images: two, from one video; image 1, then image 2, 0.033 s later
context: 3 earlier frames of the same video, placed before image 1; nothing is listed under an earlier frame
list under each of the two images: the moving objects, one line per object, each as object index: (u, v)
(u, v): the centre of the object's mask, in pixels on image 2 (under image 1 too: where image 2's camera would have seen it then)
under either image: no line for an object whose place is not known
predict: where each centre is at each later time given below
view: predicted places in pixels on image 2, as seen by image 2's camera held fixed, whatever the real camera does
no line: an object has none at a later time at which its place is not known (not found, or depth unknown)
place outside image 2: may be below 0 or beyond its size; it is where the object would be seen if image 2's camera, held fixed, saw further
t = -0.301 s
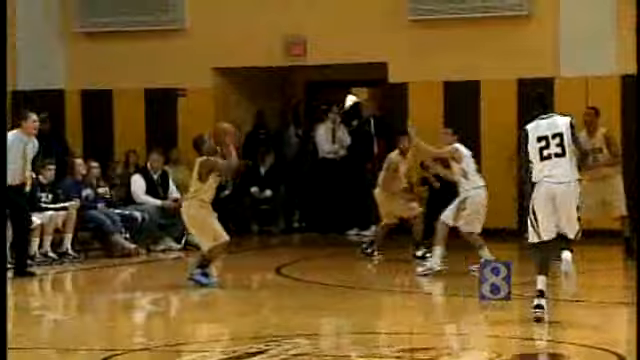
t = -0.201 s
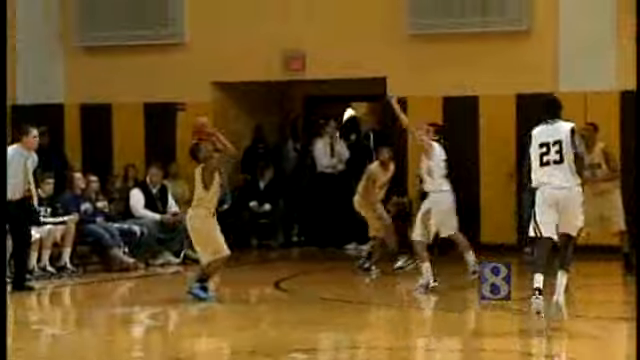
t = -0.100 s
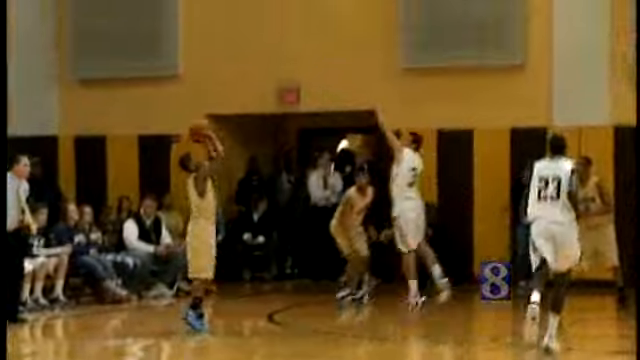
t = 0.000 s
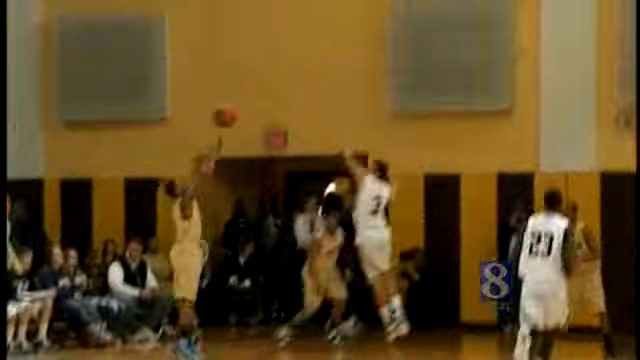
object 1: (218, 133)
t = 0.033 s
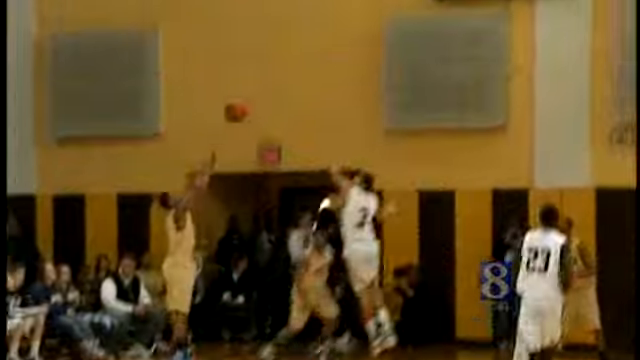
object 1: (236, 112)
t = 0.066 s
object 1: (253, 93)
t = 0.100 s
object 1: (270, 75)
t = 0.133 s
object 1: (287, 59)
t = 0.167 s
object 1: (305, 42)
